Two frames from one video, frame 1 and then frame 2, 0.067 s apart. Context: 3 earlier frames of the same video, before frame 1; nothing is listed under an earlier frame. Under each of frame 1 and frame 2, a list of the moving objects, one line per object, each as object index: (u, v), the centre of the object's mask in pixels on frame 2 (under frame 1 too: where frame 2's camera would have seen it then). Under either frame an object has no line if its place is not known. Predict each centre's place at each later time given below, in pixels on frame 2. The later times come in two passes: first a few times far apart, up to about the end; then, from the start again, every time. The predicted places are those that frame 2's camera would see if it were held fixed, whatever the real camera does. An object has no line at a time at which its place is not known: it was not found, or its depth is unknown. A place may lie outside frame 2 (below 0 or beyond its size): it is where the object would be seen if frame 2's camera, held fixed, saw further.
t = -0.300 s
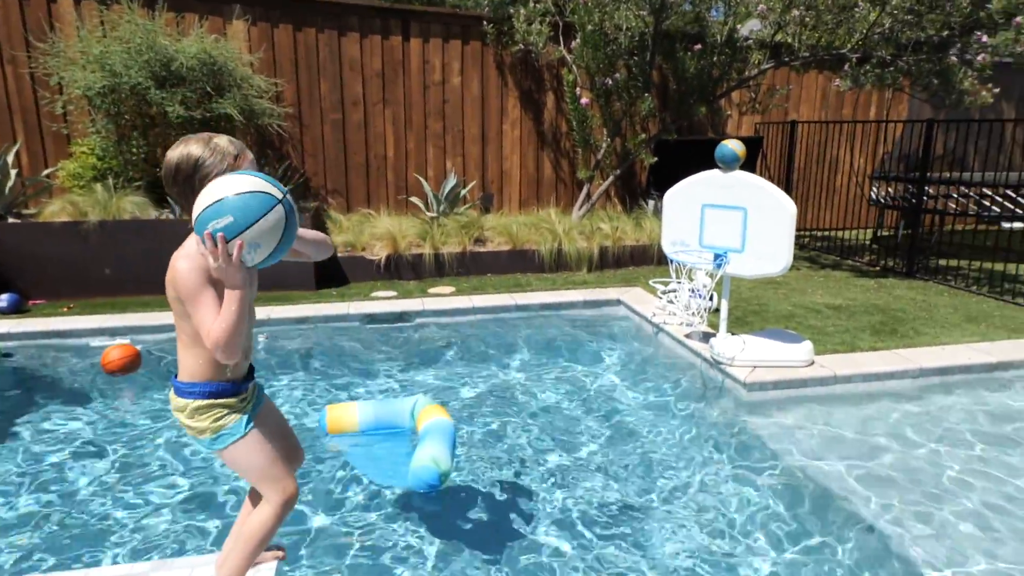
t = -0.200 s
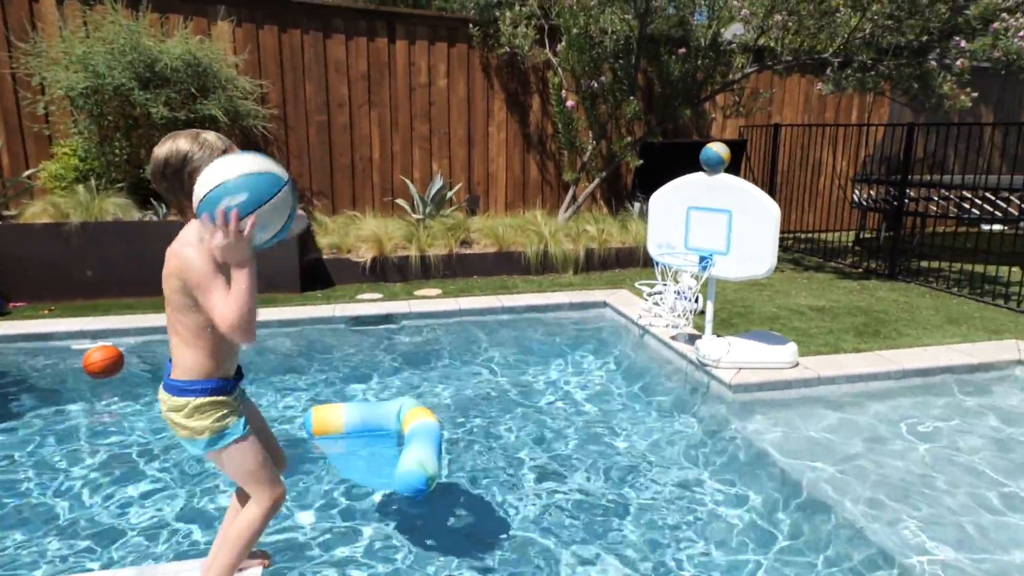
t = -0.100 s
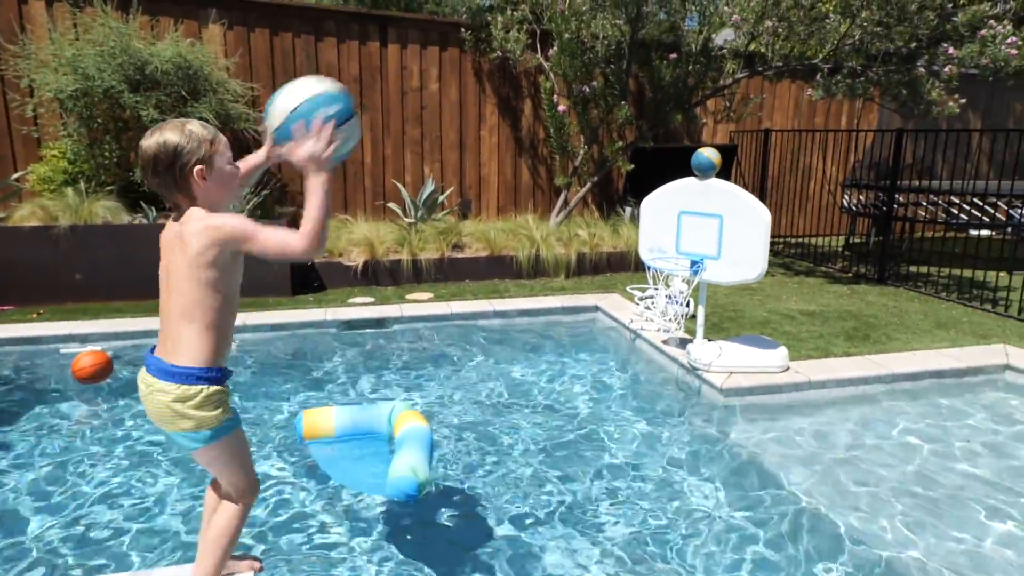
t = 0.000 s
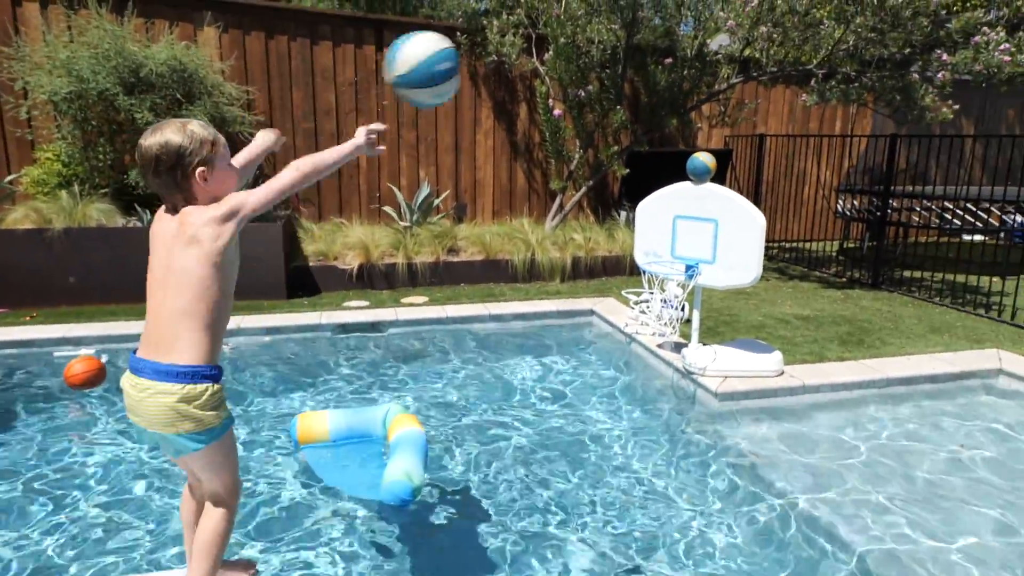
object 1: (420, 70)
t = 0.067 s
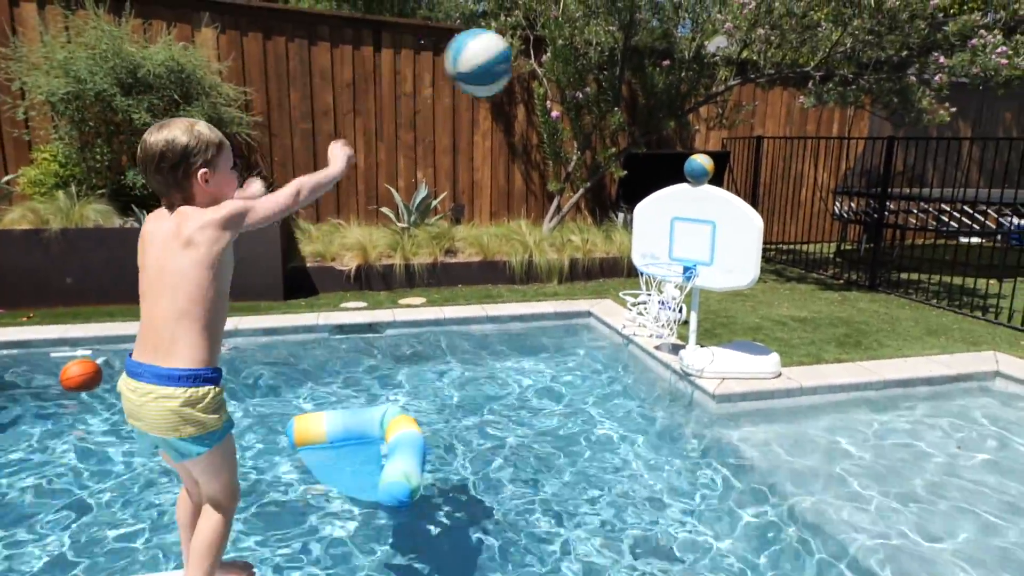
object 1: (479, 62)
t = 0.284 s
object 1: (594, 120)
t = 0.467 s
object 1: (644, 212)
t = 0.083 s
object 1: (491, 62)
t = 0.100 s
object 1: (502, 64)
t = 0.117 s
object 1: (513, 66)
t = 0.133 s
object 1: (524, 69)
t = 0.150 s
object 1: (533, 73)
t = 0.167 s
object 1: (542, 77)
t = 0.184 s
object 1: (551, 82)
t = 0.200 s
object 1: (559, 87)
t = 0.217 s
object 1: (567, 93)
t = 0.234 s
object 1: (574, 99)
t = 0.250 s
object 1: (582, 106)
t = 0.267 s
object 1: (588, 113)
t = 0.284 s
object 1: (594, 120)
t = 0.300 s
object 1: (600, 127)
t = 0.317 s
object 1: (606, 135)
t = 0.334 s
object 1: (611, 143)
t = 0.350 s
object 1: (616, 151)
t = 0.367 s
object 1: (621, 160)
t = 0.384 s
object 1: (625, 168)
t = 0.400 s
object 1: (630, 177)
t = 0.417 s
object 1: (633, 185)
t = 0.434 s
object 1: (637, 193)
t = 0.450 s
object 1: (641, 202)
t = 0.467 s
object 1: (644, 212)
